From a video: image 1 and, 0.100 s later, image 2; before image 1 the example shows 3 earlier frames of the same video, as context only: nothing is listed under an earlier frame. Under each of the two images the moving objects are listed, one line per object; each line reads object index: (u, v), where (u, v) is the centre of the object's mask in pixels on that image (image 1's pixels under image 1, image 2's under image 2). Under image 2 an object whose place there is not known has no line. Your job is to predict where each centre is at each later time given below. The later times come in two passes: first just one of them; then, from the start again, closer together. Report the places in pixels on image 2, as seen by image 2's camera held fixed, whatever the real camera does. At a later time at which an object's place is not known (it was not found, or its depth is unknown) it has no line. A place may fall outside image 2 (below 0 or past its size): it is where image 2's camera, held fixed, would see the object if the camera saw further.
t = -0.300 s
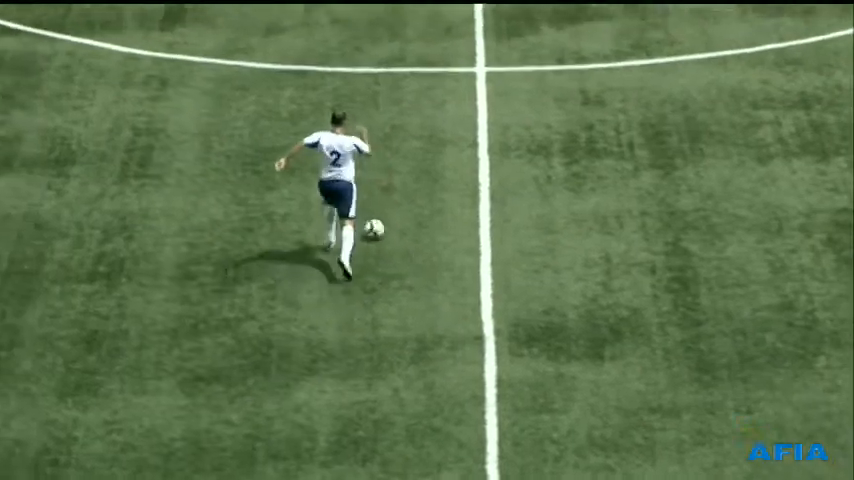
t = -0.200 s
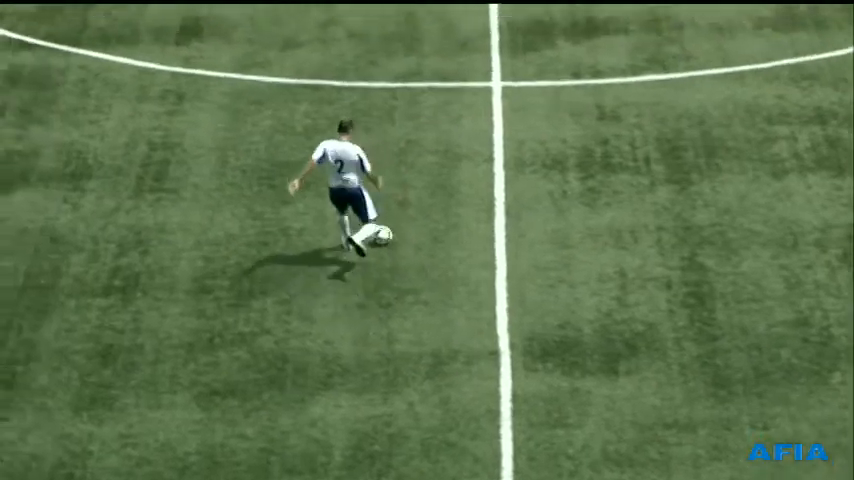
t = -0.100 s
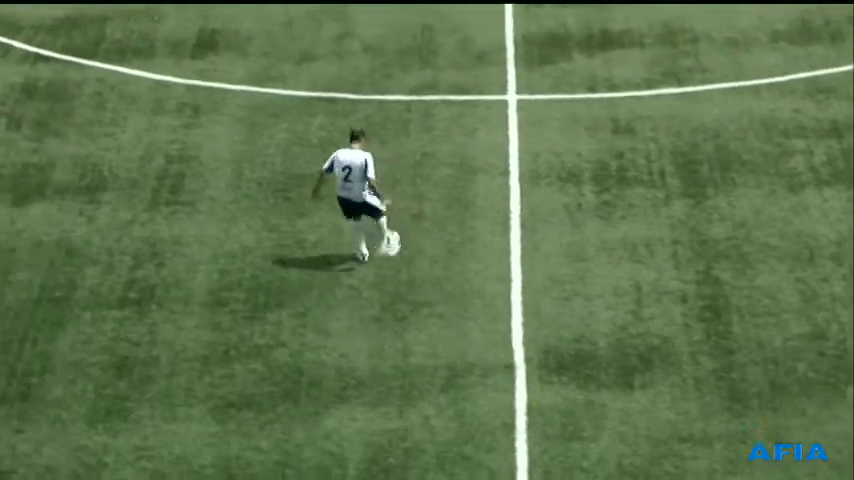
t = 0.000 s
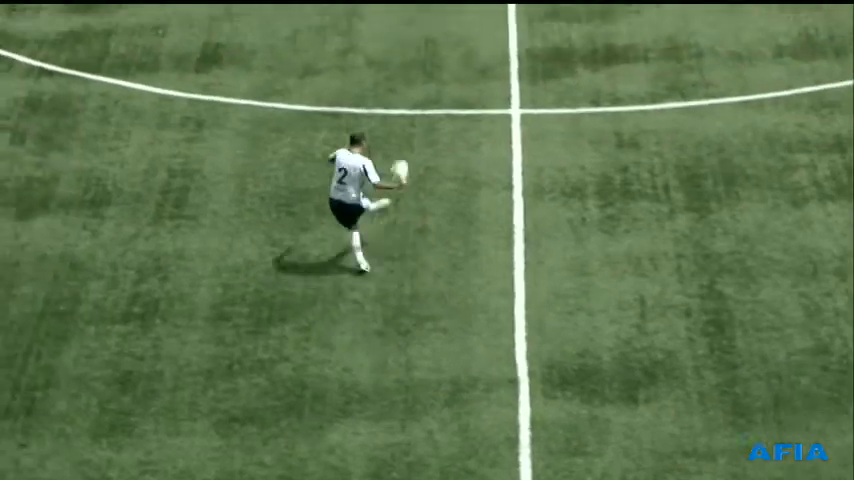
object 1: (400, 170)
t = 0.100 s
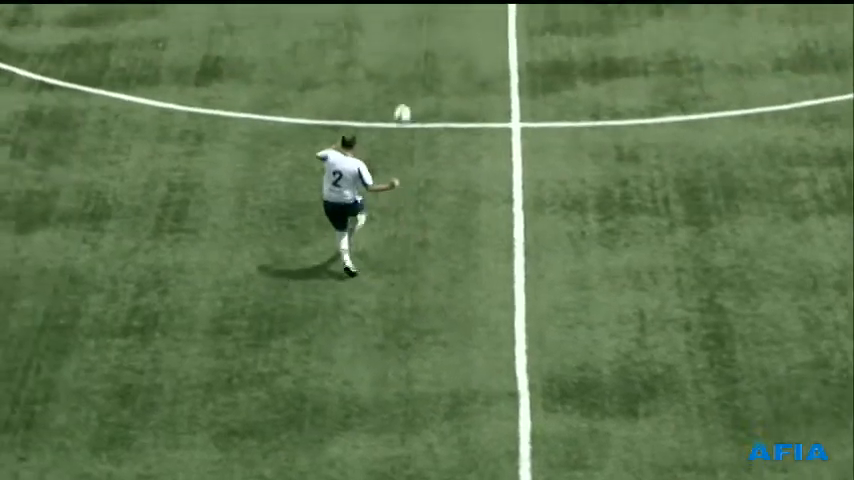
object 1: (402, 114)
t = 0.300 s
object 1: (397, 19)
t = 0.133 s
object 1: (402, 93)
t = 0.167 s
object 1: (402, 75)
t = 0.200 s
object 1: (402, 59)
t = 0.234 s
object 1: (401, 44)
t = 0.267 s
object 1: (398, 32)
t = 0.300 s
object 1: (397, 19)
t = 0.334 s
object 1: (396, 7)
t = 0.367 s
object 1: (393, -1)
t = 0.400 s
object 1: (390, -9)
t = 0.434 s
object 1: (388, -16)
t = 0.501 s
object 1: (383, -29)
